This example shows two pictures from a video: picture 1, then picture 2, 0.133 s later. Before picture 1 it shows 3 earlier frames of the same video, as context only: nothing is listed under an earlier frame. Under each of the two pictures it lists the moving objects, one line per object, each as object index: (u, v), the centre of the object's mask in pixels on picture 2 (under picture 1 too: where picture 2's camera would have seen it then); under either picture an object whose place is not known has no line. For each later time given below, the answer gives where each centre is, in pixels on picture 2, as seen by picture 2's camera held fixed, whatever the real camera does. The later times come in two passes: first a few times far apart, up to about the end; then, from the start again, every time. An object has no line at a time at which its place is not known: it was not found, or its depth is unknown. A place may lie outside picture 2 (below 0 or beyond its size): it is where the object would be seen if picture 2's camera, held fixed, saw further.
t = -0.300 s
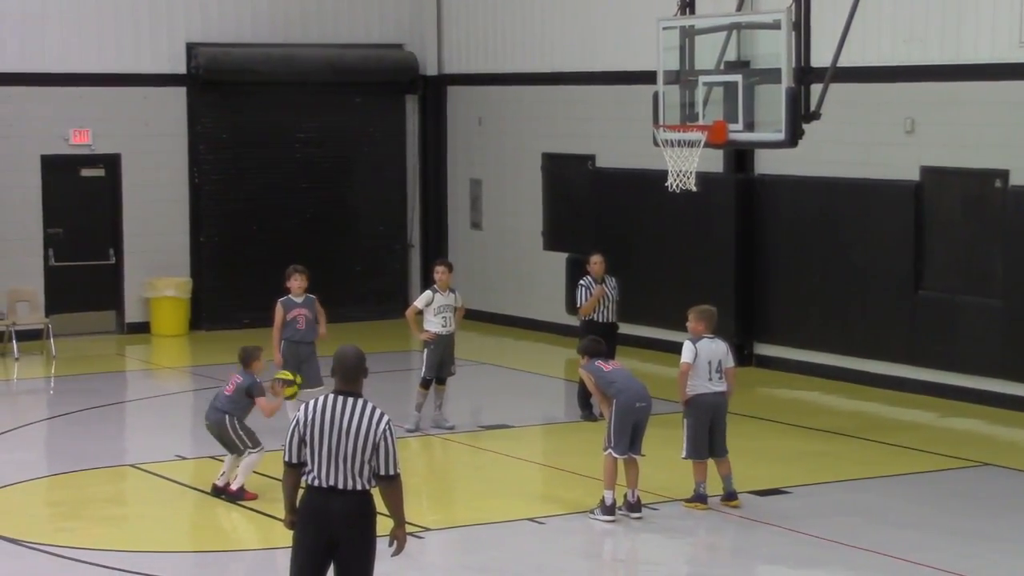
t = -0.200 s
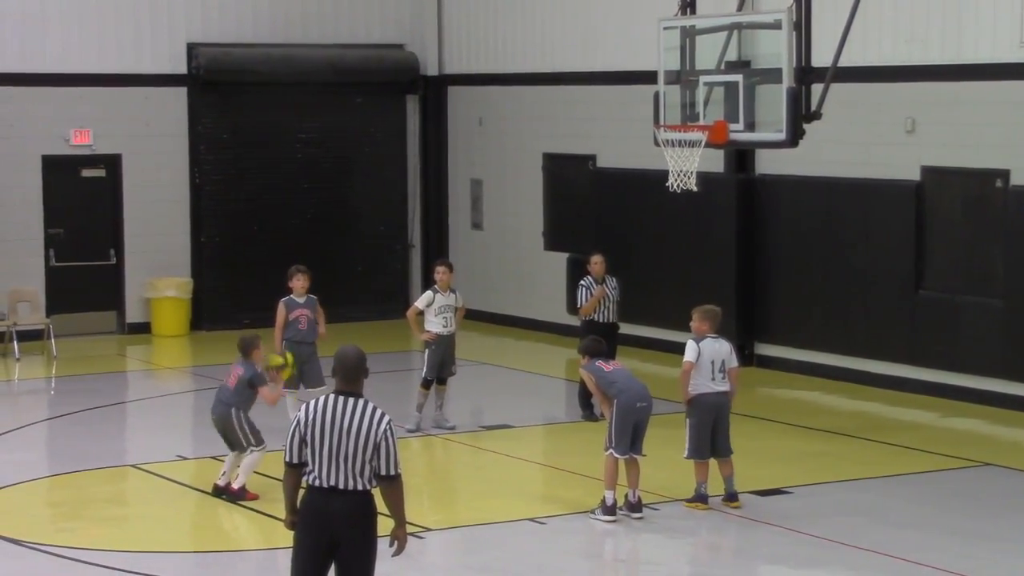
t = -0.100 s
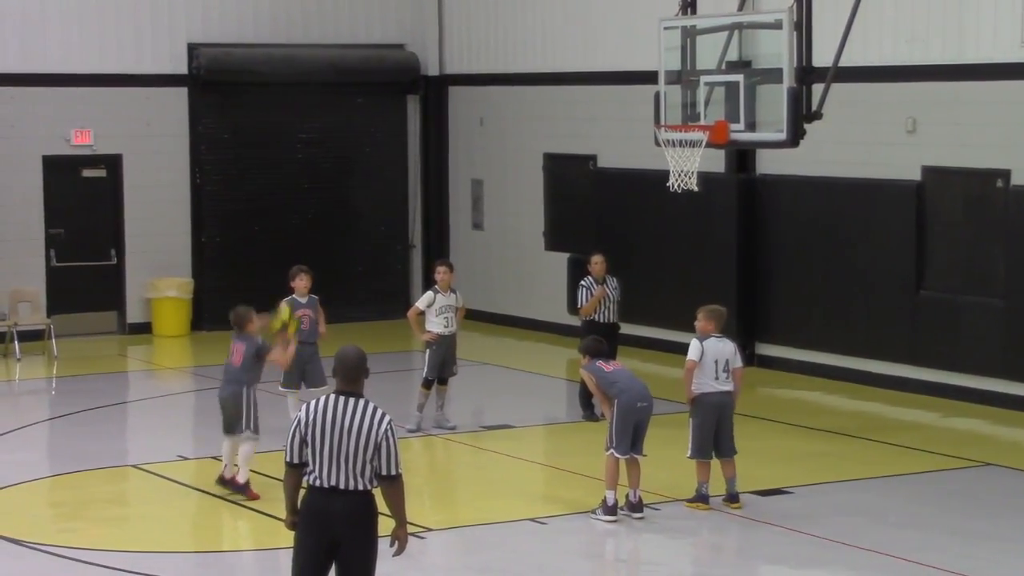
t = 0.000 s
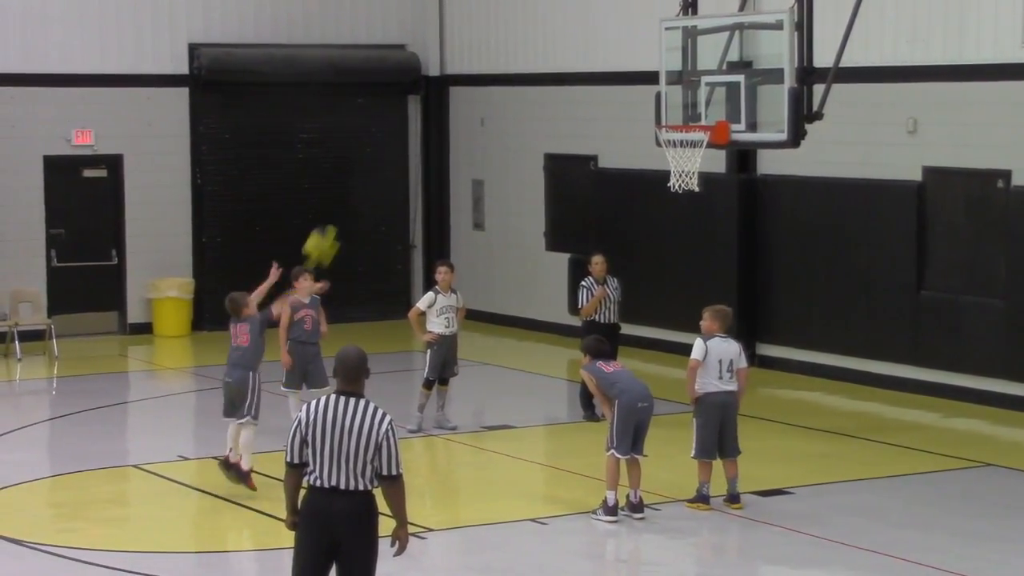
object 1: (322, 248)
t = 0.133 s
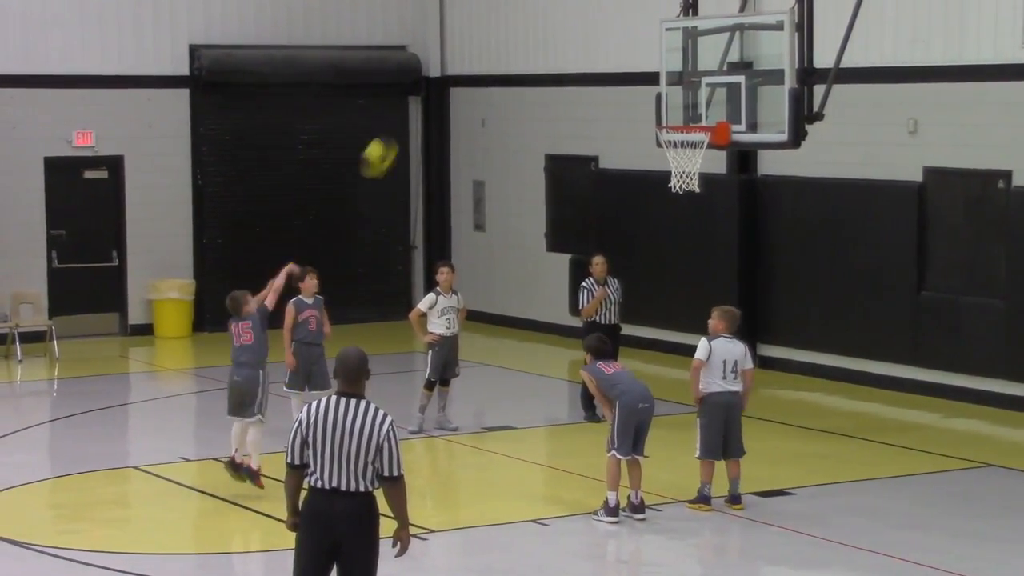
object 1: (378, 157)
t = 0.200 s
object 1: (407, 119)
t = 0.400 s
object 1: (487, 46)
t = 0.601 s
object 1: (563, 25)
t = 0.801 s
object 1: (634, 51)
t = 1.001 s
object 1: (696, 116)
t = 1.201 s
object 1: (670, 119)
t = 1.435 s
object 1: (636, 186)
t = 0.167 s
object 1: (392, 138)
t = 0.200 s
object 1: (407, 119)
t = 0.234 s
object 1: (420, 103)
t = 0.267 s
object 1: (432, 90)
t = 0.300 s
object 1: (445, 79)
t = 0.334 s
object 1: (459, 67)
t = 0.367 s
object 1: (474, 55)
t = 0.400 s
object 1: (487, 46)
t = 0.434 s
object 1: (501, 39)
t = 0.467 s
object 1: (513, 34)
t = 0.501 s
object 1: (526, 29)
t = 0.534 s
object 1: (539, 26)
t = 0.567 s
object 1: (551, 25)
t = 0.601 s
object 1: (563, 25)
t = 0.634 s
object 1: (575, 25)
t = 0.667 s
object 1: (588, 28)
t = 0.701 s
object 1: (600, 32)
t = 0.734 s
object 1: (612, 36)
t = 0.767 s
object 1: (623, 43)
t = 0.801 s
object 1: (634, 51)
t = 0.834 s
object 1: (646, 59)
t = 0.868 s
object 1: (659, 70)
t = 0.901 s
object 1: (669, 81)
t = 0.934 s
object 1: (680, 93)
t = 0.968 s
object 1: (692, 106)
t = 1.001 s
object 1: (696, 116)
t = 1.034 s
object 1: (693, 114)
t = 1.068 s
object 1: (689, 114)
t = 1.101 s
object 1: (685, 114)
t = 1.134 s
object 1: (679, 114)
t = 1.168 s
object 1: (674, 116)
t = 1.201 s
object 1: (670, 119)
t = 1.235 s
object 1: (665, 122)
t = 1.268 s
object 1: (659, 134)
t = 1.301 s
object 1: (654, 141)
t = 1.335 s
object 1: (651, 151)
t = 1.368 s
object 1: (646, 161)
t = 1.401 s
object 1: (641, 175)
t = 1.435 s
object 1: (636, 186)
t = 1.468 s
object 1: (632, 198)
